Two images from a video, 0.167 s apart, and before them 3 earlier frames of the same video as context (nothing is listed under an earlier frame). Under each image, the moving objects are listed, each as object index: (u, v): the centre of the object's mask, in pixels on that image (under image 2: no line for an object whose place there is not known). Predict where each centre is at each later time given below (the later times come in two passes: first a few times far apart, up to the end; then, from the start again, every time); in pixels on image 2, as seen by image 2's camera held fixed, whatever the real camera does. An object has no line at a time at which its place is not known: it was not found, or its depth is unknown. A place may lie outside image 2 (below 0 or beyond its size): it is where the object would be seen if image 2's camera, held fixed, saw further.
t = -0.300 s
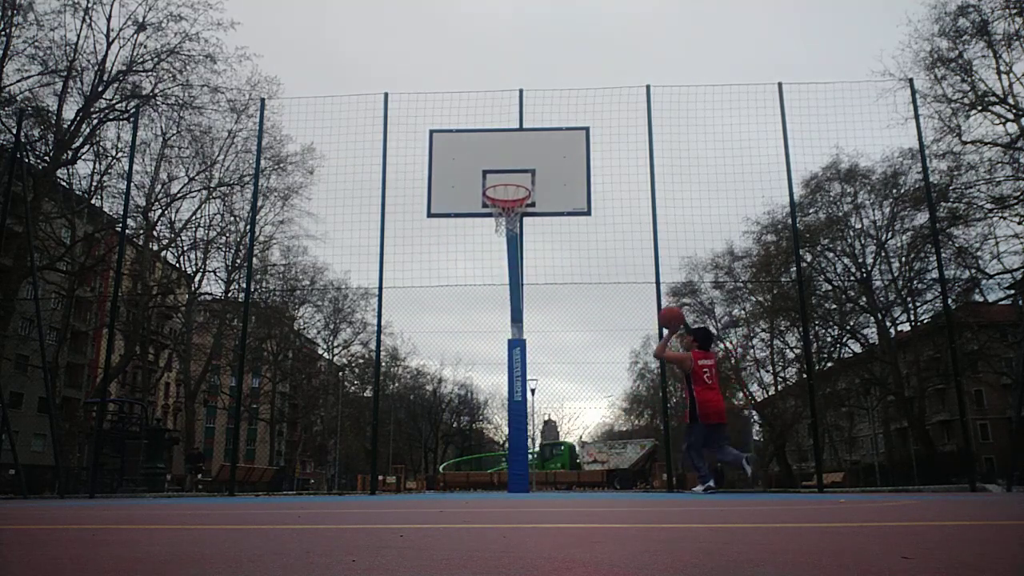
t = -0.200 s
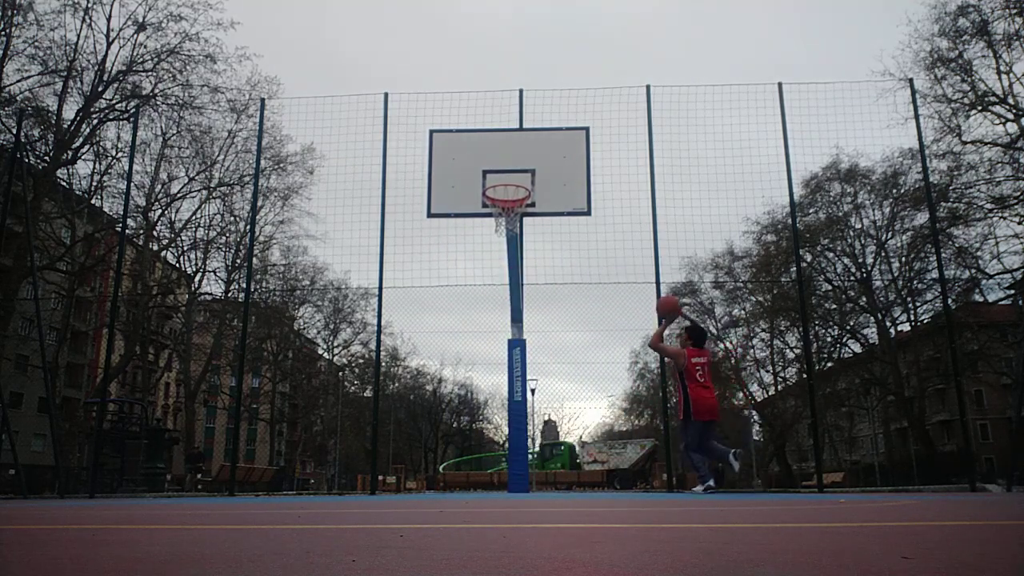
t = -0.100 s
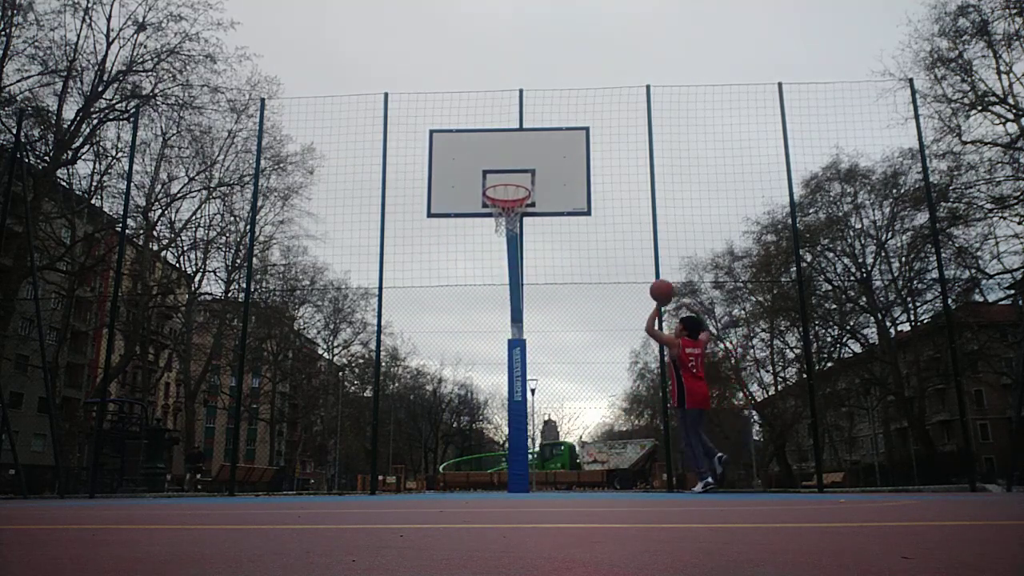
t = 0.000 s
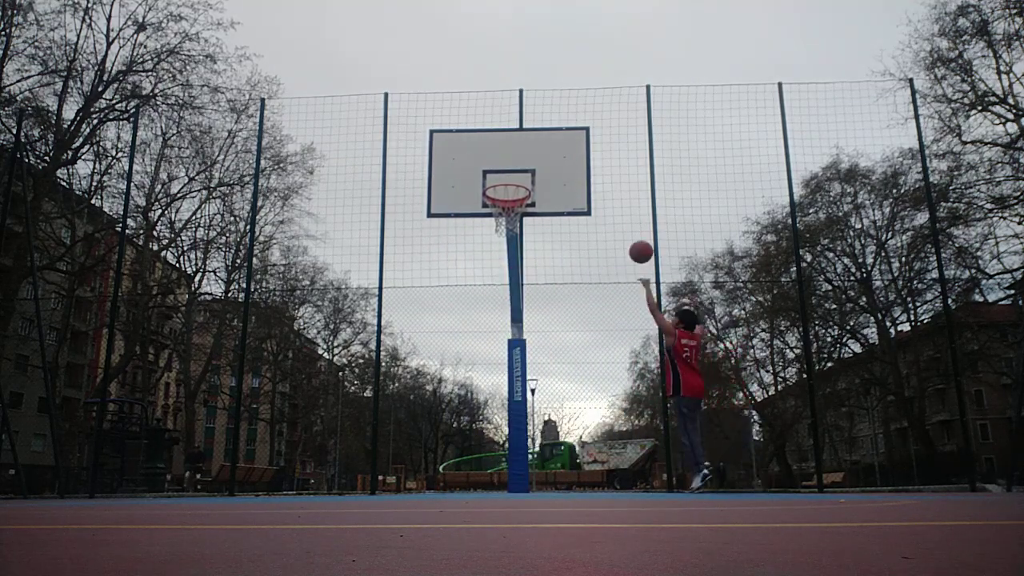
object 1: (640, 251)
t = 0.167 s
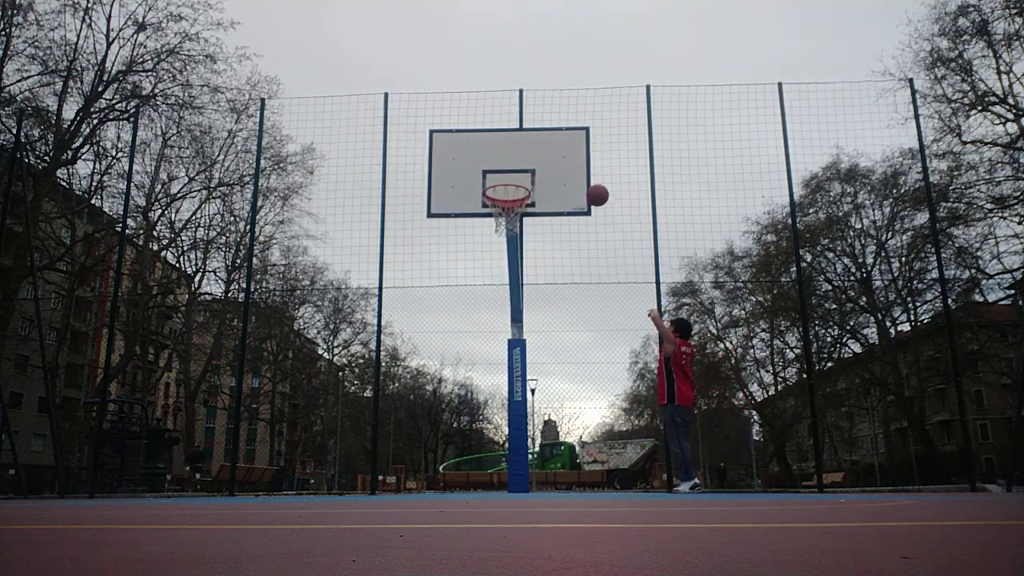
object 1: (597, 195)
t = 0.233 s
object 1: (581, 180)
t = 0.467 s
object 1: (533, 159)
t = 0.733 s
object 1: (491, 184)
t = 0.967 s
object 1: (528, 161)
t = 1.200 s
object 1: (569, 184)
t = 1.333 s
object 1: (595, 222)
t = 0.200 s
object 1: (589, 187)
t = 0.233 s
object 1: (581, 180)
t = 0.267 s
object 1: (573, 174)
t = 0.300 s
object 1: (566, 169)
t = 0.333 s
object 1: (559, 165)
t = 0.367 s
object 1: (551, 163)
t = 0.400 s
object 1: (544, 161)
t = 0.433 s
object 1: (538, 160)
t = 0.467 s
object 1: (533, 159)
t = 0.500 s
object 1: (528, 159)
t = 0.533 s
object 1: (522, 160)
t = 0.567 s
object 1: (517, 161)
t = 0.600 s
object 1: (512, 163)
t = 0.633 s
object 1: (507, 167)
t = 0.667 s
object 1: (502, 172)
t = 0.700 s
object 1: (496, 176)
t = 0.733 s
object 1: (491, 184)
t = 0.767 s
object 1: (495, 177)
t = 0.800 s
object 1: (501, 173)
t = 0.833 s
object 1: (506, 169)
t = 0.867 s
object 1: (511, 165)
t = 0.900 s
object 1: (517, 163)
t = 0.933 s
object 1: (522, 161)
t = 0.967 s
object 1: (528, 161)
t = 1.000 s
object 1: (533, 161)
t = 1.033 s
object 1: (539, 162)
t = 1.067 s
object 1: (545, 164)
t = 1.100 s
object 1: (551, 168)
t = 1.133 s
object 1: (557, 172)
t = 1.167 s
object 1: (563, 178)
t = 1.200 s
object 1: (569, 184)
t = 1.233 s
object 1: (576, 192)
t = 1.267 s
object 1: (582, 200)
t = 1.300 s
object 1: (589, 211)
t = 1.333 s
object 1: (595, 222)
